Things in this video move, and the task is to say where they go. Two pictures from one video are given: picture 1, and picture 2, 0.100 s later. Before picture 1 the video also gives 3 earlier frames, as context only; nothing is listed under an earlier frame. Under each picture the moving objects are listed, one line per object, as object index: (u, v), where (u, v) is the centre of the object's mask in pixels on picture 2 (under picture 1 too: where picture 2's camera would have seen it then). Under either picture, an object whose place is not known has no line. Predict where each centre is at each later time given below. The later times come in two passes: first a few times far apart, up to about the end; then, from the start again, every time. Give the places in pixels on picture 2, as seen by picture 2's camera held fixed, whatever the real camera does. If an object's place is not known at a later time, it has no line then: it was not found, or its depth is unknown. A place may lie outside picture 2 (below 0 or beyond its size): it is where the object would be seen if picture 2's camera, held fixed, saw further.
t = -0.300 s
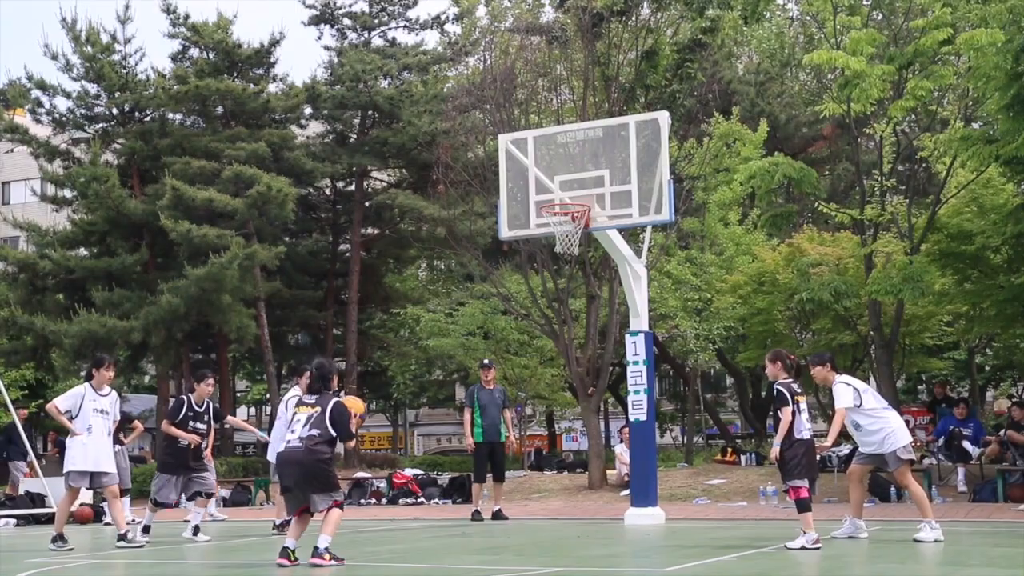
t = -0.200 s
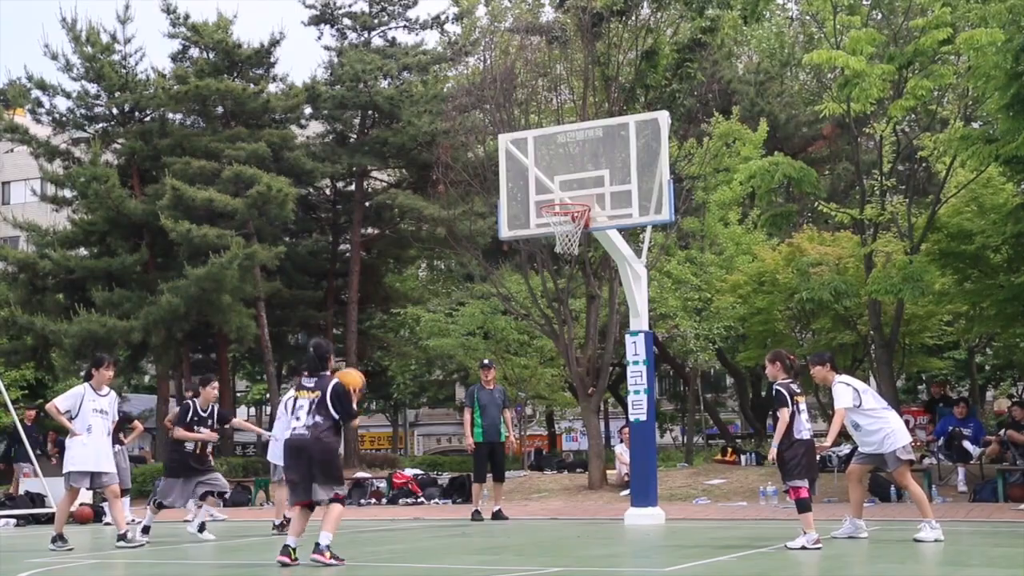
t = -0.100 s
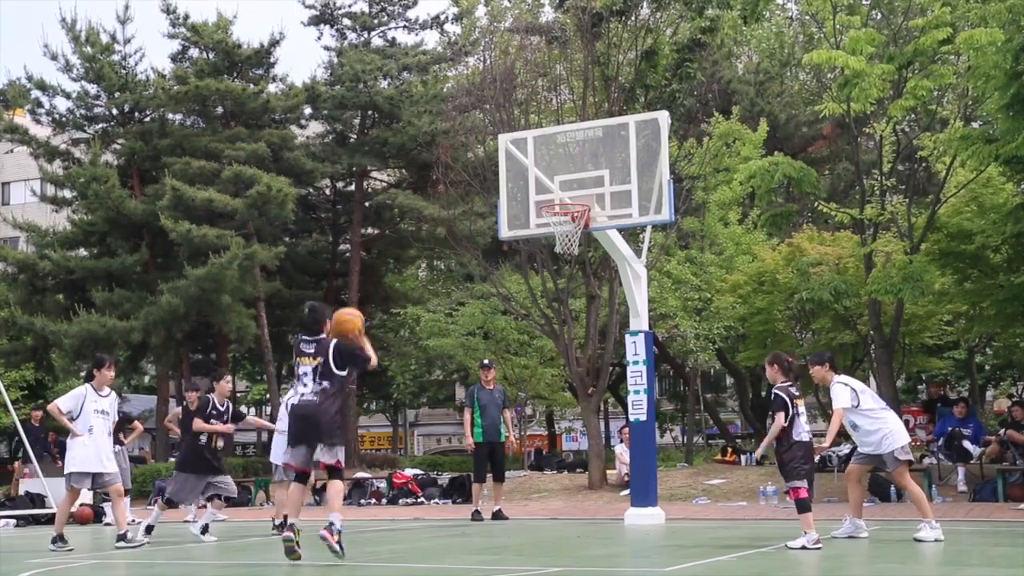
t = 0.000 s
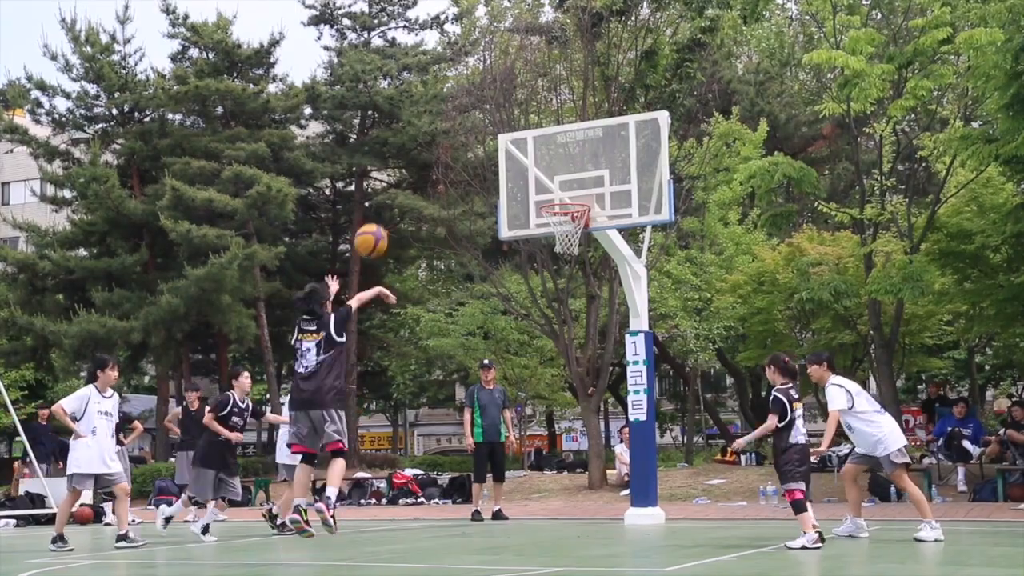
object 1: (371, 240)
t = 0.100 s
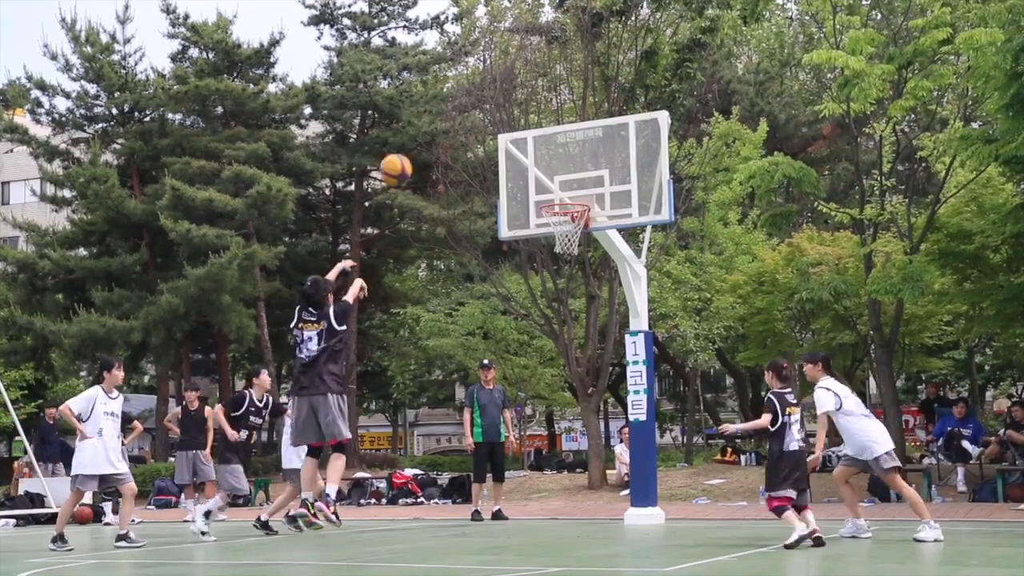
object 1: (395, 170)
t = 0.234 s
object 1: (426, 101)
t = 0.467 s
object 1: (474, 42)
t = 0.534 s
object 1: (487, 37)
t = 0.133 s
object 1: (403, 150)
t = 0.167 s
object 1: (411, 133)
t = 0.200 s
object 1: (419, 116)
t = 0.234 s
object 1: (426, 101)
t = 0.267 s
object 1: (435, 88)
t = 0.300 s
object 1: (440, 76)
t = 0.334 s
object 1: (448, 67)
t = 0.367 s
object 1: (455, 58)
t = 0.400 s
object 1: (461, 51)
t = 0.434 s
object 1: (468, 46)
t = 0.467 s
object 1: (474, 42)
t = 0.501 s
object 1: (482, 38)
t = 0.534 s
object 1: (487, 37)
